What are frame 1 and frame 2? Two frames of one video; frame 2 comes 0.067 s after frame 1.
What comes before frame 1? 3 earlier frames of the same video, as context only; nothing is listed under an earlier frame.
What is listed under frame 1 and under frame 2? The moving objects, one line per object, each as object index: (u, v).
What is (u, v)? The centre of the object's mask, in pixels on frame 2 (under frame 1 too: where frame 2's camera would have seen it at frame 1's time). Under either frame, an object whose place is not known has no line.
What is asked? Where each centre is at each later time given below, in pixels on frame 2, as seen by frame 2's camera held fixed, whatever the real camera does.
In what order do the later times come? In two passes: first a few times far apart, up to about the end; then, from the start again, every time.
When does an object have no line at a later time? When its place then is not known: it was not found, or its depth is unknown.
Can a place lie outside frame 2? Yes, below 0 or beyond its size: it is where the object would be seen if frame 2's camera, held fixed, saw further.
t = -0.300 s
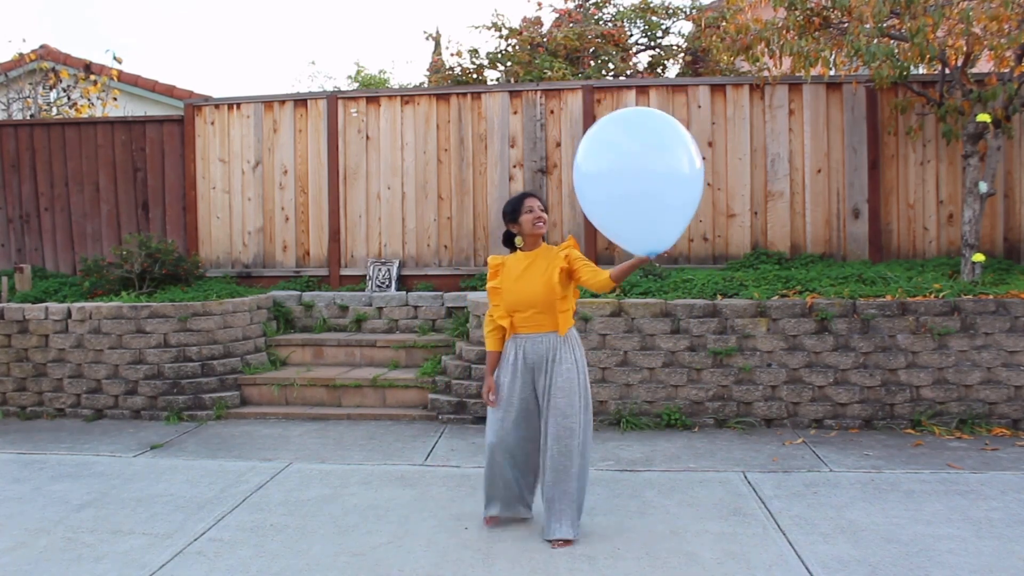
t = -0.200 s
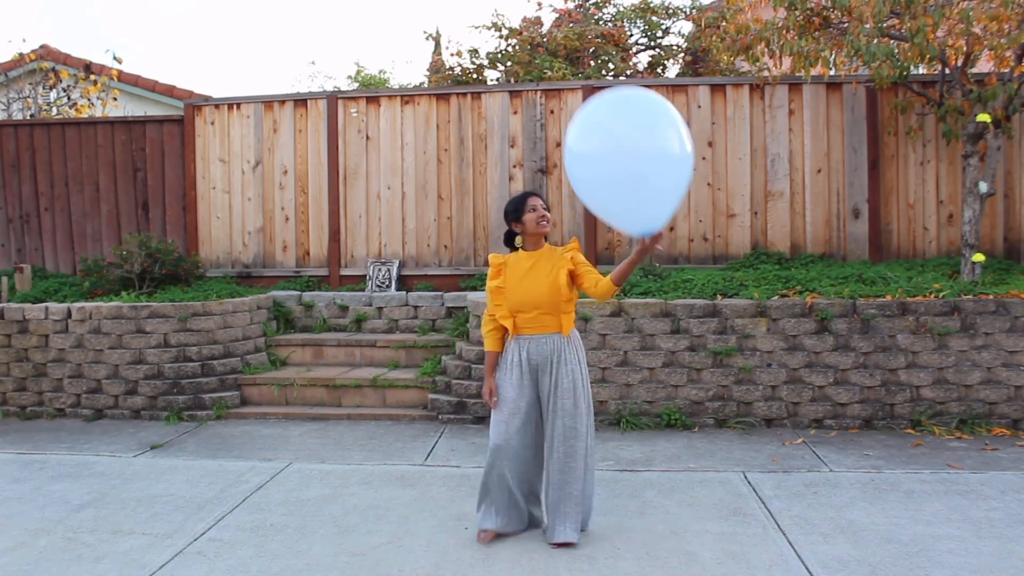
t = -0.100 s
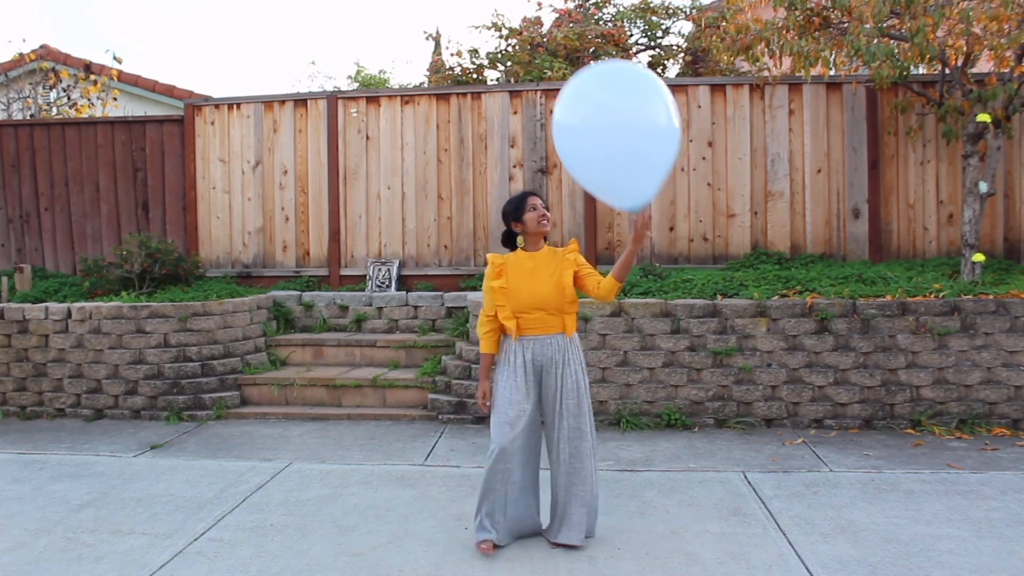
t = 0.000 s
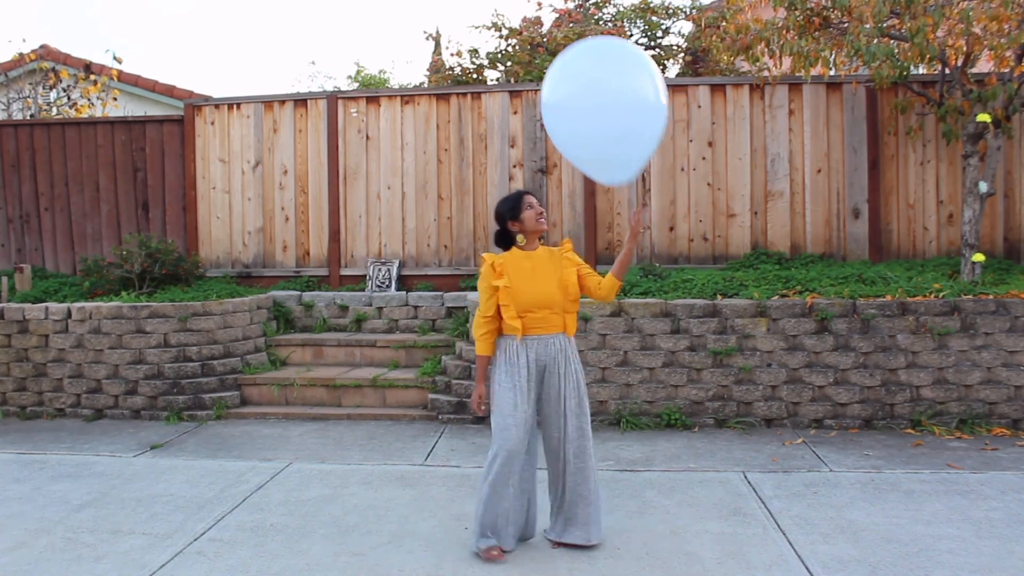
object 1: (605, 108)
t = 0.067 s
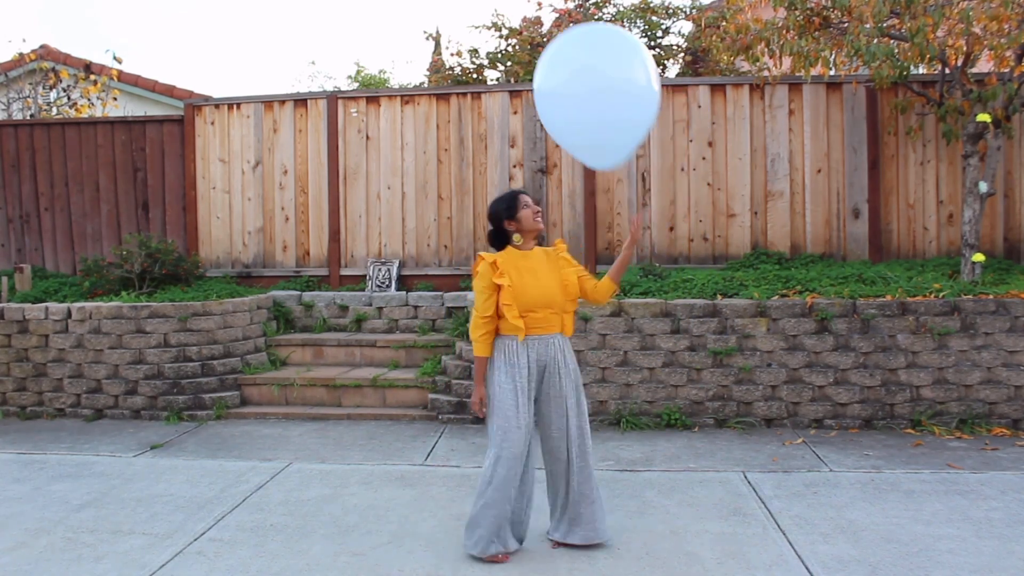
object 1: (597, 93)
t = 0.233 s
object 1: (578, 64)
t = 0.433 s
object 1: (558, 47)
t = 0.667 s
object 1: (536, 40)
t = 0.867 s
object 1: (516, 40)
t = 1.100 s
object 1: (493, 47)
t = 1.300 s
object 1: (477, 59)
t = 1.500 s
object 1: (461, 83)
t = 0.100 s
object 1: (593, 87)
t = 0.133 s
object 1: (589, 80)
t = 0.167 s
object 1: (586, 74)
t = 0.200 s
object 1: (582, 69)
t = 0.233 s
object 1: (578, 64)
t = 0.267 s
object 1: (575, 60)
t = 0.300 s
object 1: (572, 57)
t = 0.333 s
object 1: (569, 54)
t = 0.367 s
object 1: (565, 52)
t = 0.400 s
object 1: (562, 49)
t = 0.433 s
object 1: (558, 47)
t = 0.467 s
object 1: (555, 46)
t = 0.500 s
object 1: (552, 44)
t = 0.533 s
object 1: (549, 43)
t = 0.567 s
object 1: (545, 42)
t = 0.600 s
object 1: (542, 41)
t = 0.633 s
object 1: (539, 40)
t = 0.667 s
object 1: (536, 40)
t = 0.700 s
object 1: (533, 39)
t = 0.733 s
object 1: (529, 39)
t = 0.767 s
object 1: (526, 39)
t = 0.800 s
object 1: (522, 39)
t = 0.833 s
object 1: (519, 39)
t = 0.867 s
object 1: (516, 40)
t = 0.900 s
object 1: (513, 40)
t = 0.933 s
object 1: (509, 41)
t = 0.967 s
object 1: (506, 42)
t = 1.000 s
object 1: (503, 43)
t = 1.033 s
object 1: (500, 44)
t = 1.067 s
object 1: (496, 45)
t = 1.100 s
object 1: (493, 47)
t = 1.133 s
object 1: (490, 49)
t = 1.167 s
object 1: (488, 50)
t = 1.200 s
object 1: (485, 52)
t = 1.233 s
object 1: (482, 54)
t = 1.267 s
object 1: (479, 56)
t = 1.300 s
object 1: (477, 59)
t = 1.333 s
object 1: (474, 61)
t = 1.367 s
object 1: (471, 65)
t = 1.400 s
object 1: (469, 69)
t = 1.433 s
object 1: (466, 74)
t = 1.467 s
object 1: (464, 78)
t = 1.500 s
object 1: (461, 83)
